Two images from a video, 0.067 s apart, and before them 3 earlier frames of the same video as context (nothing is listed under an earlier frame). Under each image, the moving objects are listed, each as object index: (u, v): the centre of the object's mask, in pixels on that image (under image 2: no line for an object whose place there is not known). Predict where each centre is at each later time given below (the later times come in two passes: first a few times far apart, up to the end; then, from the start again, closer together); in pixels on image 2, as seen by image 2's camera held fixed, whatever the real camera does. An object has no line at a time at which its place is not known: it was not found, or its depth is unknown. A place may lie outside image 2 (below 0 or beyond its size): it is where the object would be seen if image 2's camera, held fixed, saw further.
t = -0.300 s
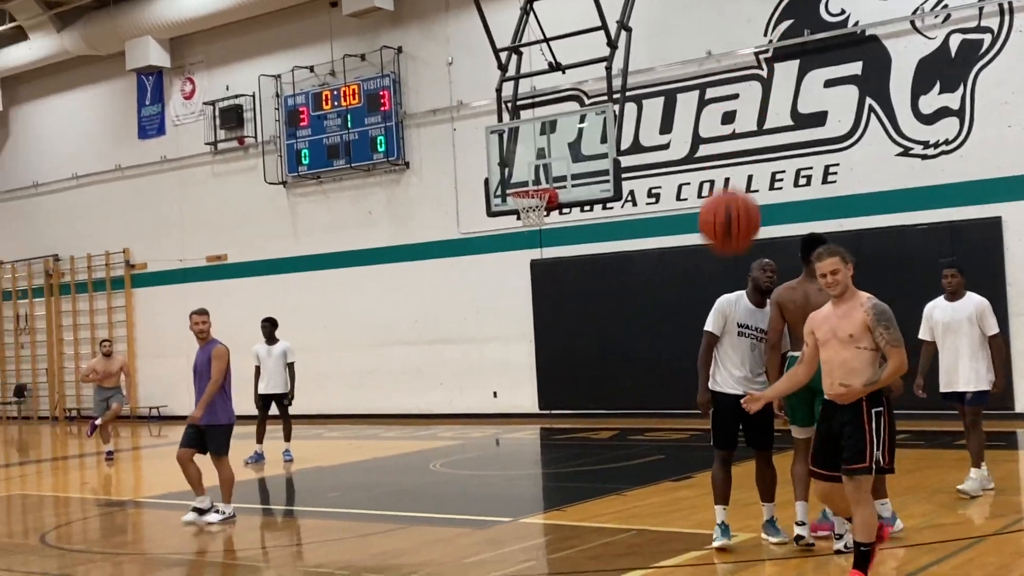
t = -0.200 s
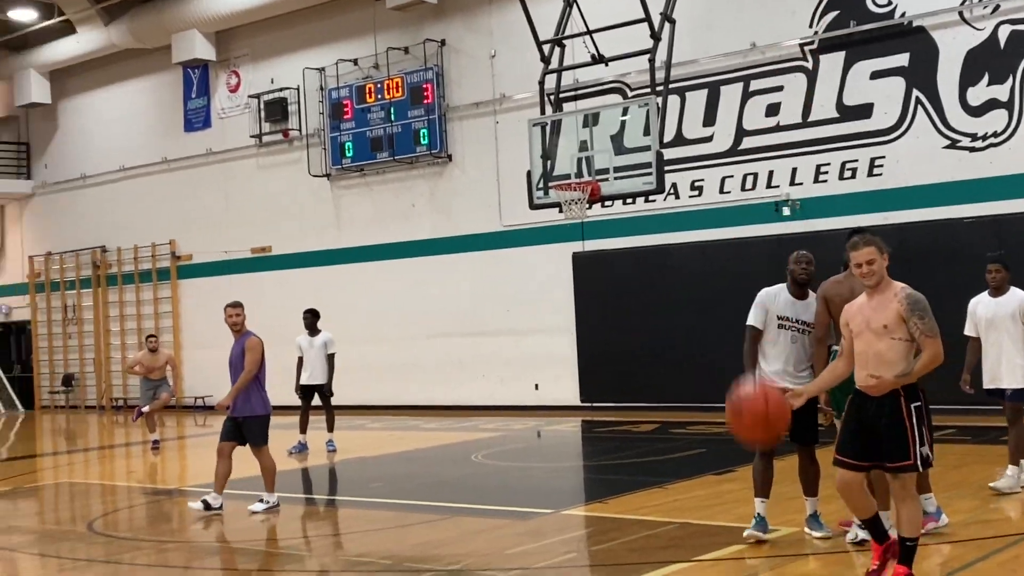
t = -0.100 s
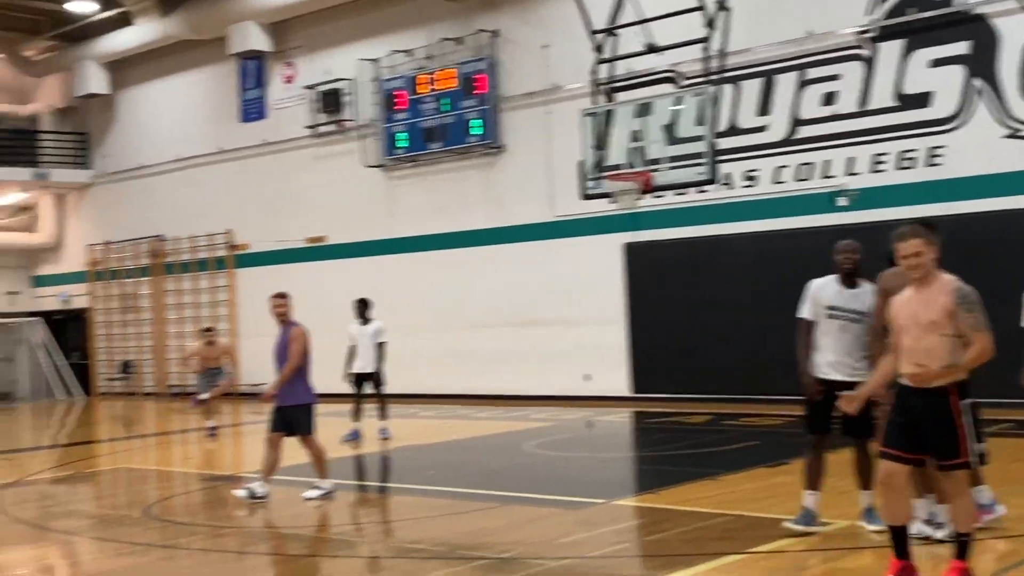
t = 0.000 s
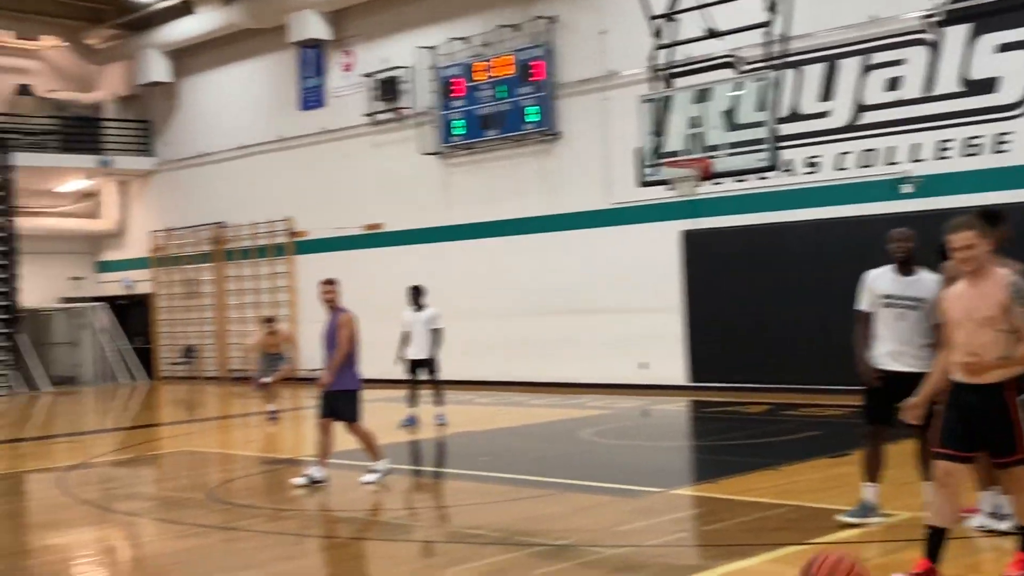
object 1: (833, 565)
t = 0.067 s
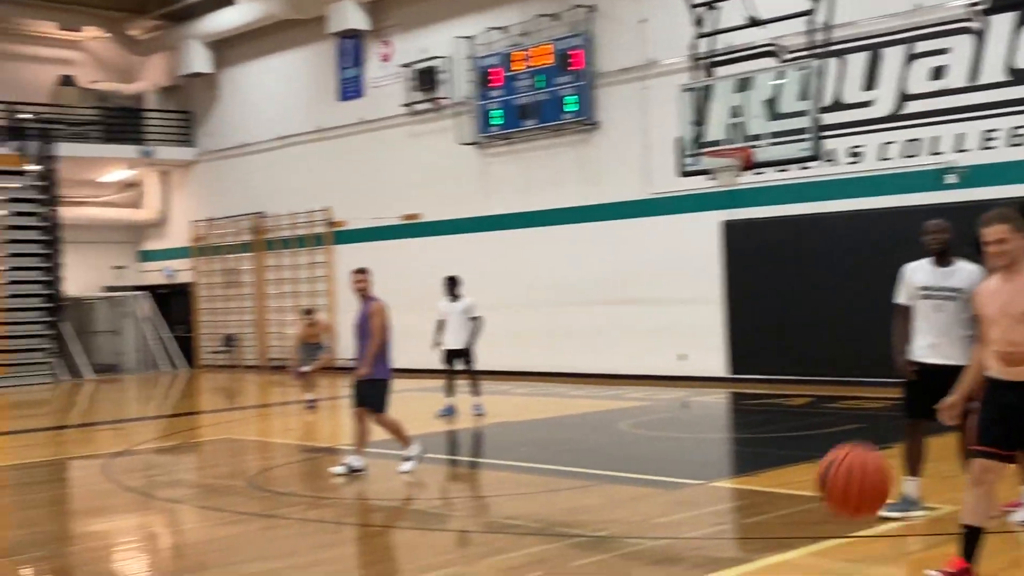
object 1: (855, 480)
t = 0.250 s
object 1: (792, 258)
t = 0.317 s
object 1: (766, 200)
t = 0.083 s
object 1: (848, 455)
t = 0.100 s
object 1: (842, 434)
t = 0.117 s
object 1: (836, 414)
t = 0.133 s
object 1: (830, 391)
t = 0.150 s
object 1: (825, 369)
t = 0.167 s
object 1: (820, 348)
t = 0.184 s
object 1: (815, 330)
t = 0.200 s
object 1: (808, 312)
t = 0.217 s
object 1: (804, 293)
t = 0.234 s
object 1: (798, 275)
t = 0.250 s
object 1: (792, 258)
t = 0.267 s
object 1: (784, 244)
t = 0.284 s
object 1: (778, 228)
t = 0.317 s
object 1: (766, 200)
